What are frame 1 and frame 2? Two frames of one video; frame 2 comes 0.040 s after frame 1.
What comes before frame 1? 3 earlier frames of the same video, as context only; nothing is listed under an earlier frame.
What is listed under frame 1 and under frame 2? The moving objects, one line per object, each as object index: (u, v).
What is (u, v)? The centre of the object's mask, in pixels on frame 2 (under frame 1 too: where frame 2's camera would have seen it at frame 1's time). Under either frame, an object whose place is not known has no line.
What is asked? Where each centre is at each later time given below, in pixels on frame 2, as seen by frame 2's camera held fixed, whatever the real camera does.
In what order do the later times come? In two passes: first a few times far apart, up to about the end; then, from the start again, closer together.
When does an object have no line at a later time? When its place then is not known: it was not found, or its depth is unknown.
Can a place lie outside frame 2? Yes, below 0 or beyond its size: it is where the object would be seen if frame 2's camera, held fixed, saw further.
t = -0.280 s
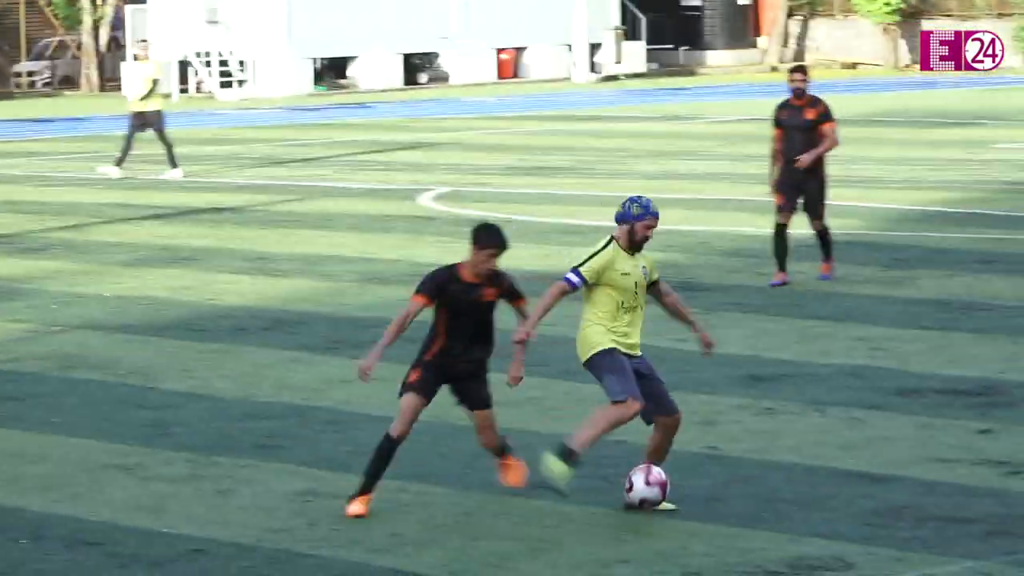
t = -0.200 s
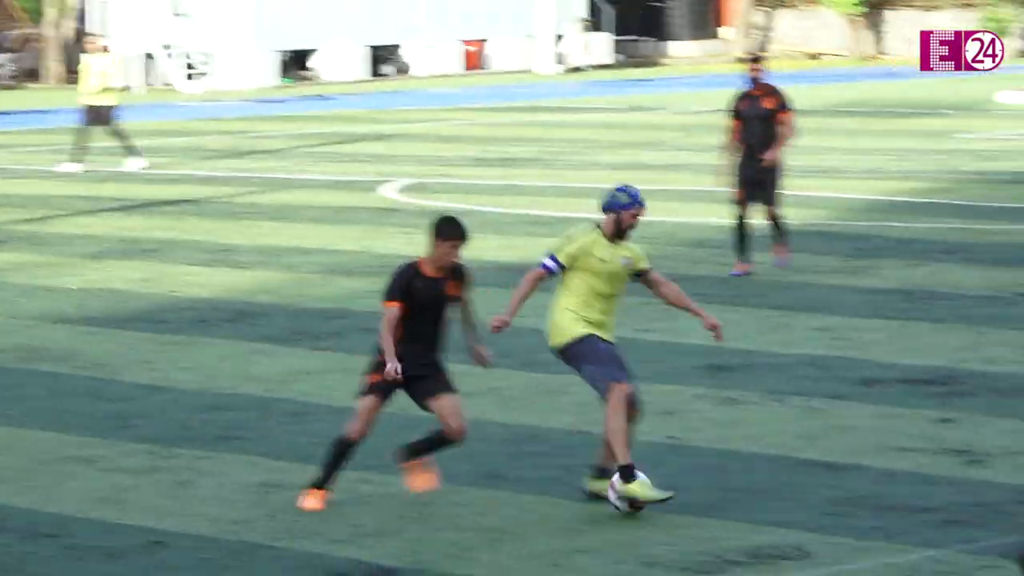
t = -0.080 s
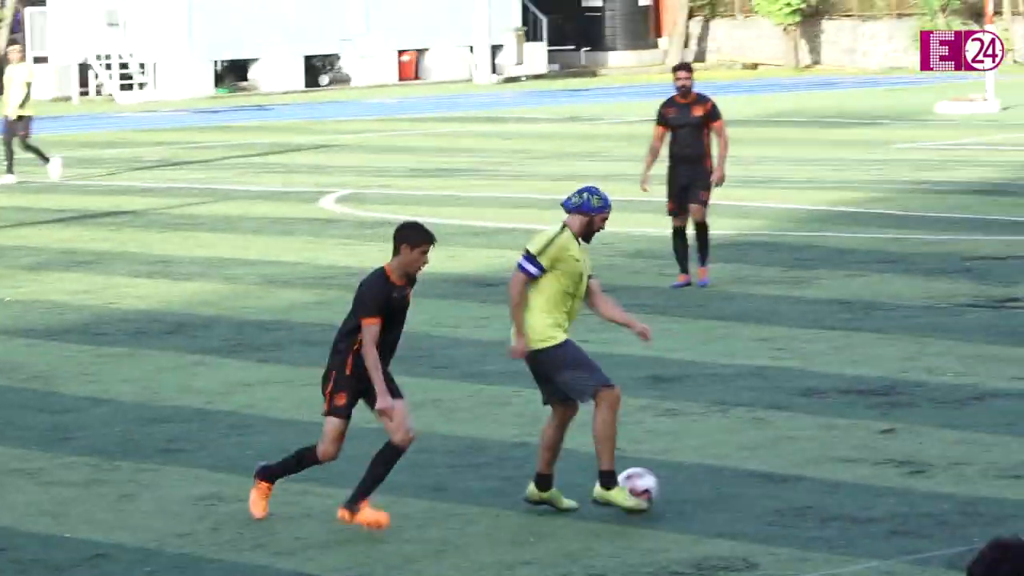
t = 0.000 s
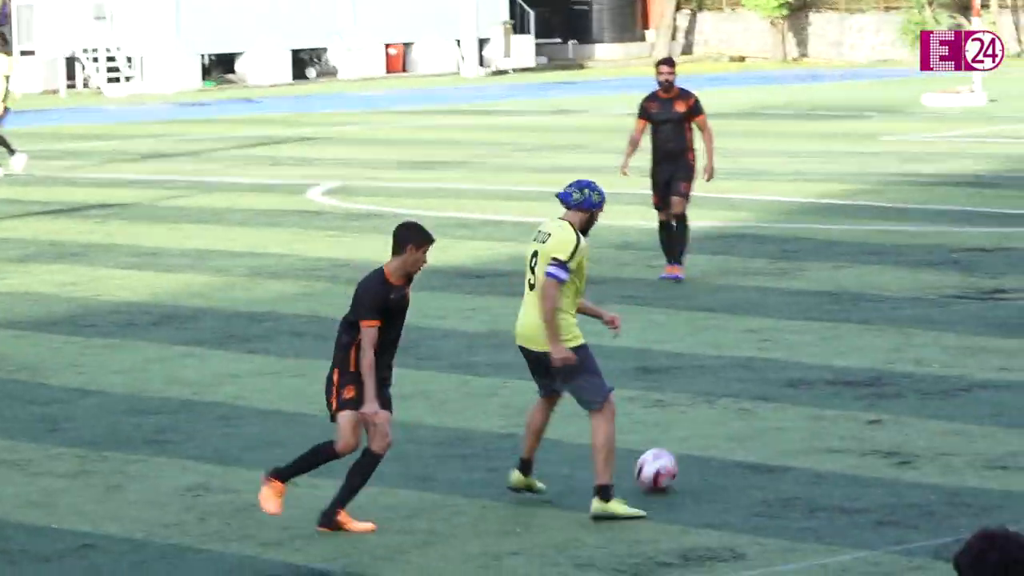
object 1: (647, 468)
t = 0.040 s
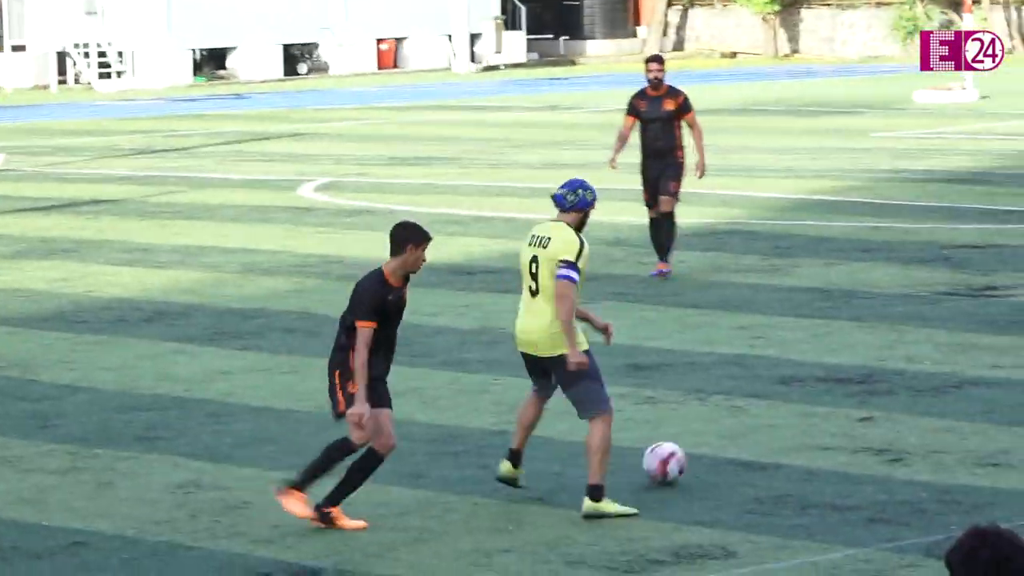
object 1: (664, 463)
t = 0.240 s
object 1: (740, 446)
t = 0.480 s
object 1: (822, 429)
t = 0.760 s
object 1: (909, 409)
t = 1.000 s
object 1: (978, 393)
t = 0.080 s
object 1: (681, 458)
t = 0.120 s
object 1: (696, 454)
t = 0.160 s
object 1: (710, 452)
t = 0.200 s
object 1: (725, 448)
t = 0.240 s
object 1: (740, 446)
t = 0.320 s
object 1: (769, 438)
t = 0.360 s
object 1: (782, 436)
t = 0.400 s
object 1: (795, 434)
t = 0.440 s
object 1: (810, 430)
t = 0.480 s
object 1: (822, 429)
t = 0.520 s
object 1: (834, 425)
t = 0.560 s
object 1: (848, 420)
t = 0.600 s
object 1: (859, 418)
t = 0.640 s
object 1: (873, 415)
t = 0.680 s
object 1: (885, 412)
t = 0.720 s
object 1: (897, 410)
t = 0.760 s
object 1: (909, 409)
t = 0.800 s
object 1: (920, 405)
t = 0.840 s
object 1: (933, 403)
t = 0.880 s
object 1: (944, 398)
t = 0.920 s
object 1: (955, 396)
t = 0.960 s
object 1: (967, 396)
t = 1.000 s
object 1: (978, 393)
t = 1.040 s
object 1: (988, 390)
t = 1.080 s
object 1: (999, 389)
